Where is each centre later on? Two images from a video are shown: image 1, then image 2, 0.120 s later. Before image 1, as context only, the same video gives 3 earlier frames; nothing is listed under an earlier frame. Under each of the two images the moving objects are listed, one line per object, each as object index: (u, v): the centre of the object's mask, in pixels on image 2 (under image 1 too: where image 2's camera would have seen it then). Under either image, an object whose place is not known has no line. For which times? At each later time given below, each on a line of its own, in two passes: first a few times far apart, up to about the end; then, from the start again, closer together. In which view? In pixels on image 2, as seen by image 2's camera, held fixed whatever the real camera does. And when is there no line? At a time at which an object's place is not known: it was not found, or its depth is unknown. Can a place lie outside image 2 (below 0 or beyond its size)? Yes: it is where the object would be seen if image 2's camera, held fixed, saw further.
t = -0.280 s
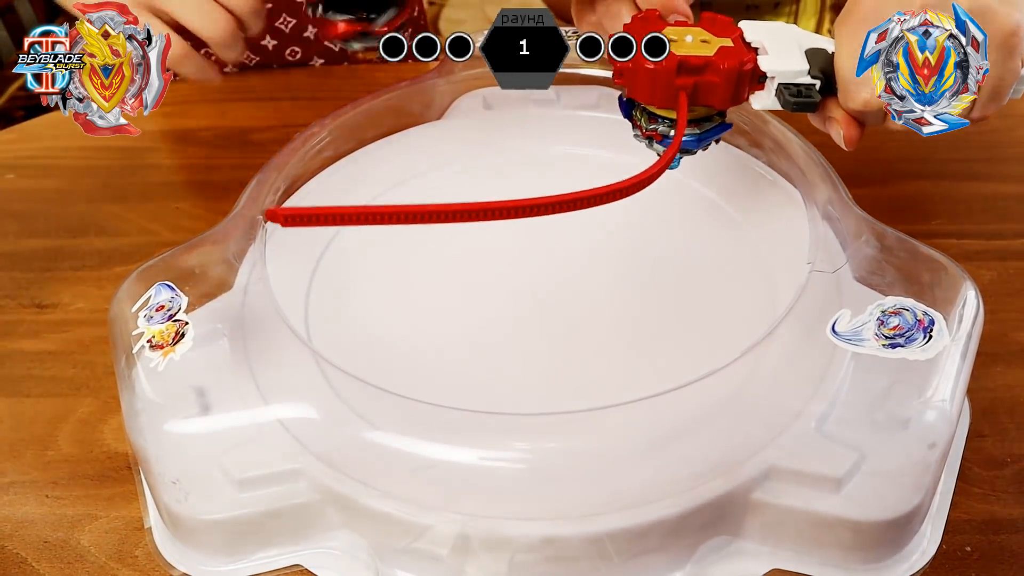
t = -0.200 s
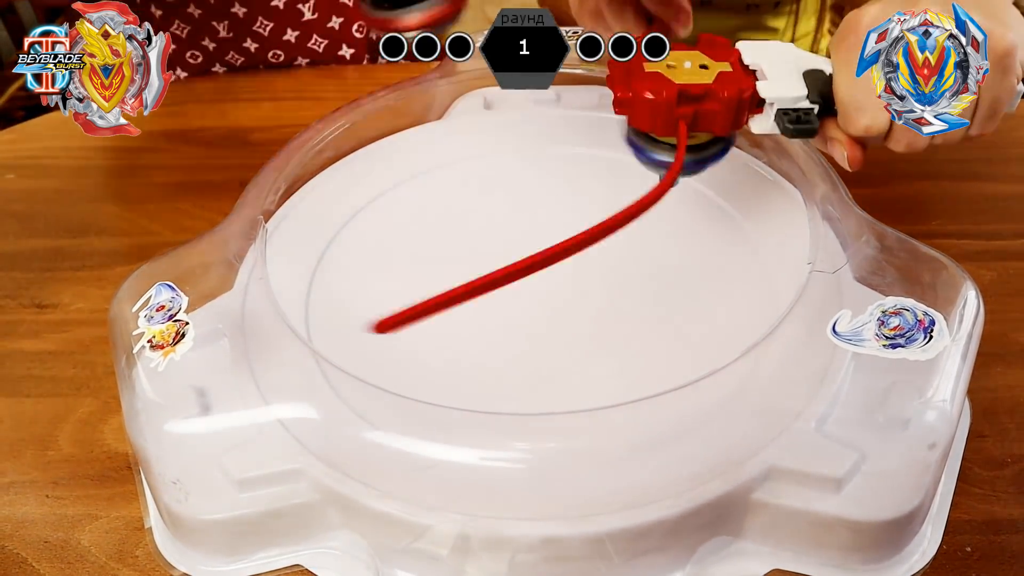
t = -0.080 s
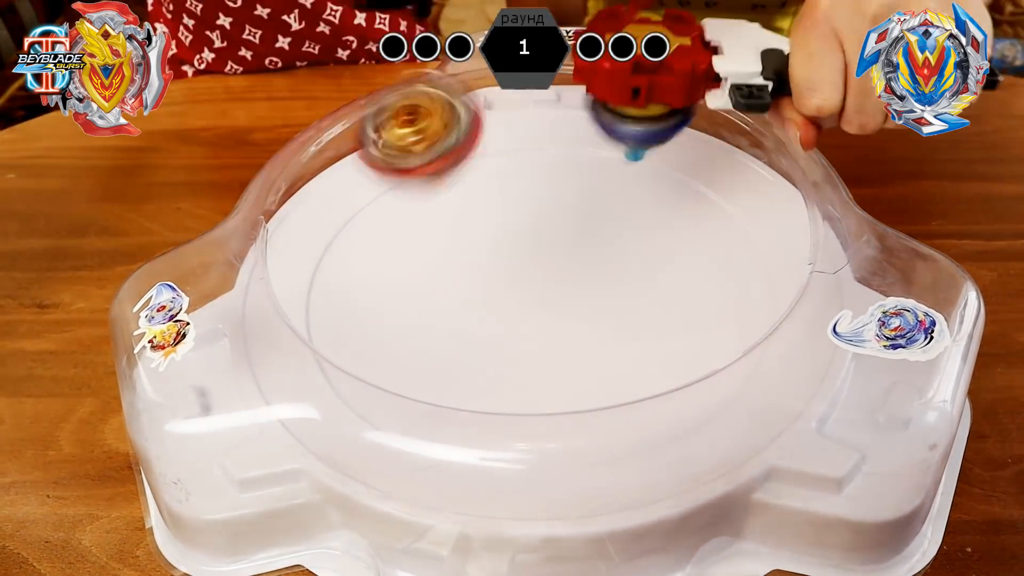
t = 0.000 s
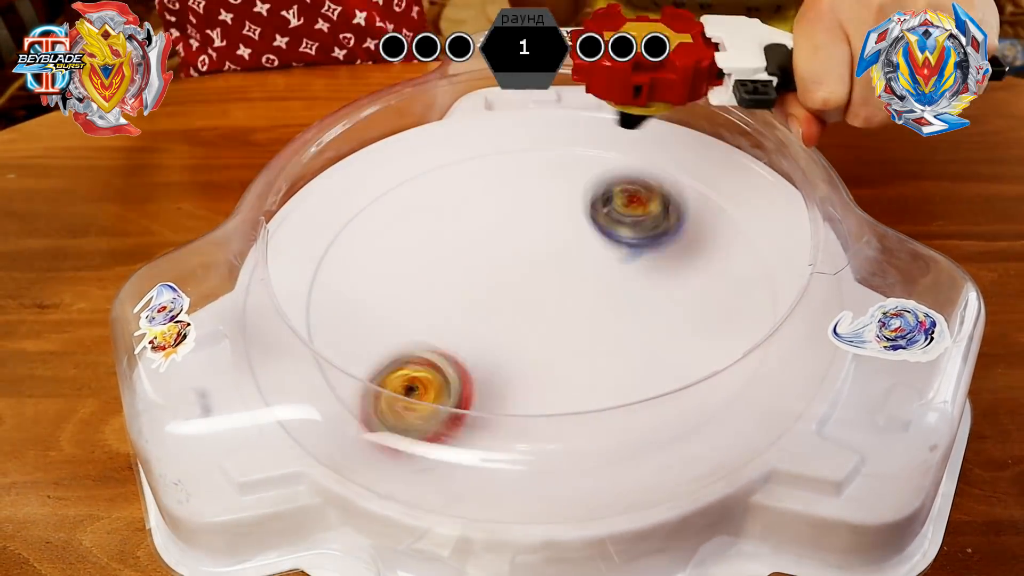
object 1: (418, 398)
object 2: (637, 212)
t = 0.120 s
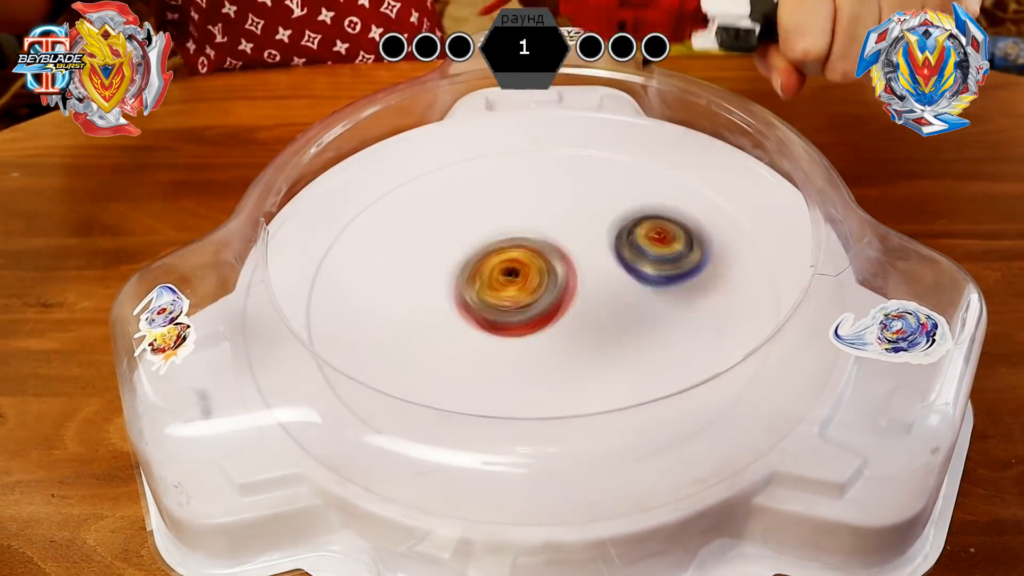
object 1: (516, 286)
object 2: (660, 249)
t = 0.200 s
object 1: (592, 337)
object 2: (667, 265)
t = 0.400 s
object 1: (698, 257)
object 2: (594, 215)
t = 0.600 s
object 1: (660, 180)
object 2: (462, 203)
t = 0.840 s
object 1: (533, 238)
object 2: (445, 338)
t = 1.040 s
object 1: (521, 345)
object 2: (692, 325)
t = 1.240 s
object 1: (662, 389)
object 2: (718, 185)
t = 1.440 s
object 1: (738, 285)
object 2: (505, 148)
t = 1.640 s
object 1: (607, 205)
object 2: (336, 282)
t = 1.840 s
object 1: (396, 229)
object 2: (565, 428)
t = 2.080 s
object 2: (820, 243)
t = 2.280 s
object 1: (631, 419)
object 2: (558, 159)
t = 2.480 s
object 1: (735, 222)
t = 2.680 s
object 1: (531, 102)
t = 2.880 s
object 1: (414, 232)
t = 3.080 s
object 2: (673, 121)
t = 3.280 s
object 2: (452, 105)
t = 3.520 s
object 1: (736, 184)
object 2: (382, 322)
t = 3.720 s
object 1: (496, 168)
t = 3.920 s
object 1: (317, 301)
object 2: (773, 242)
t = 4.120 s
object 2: (591, 154)
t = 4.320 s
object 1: (761, 220)
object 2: (389, 213)
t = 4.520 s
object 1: (558, 101)
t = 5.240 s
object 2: (460, 167)
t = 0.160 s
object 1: (555, 298)
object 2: (667, 272)
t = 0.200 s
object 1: (592, 337)
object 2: (667, 265)
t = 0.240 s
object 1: (621, 338)
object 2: (662, 257)
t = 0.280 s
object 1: (646, 304)
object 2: (651, 243)
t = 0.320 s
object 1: (668, 295)
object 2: (634, 236)
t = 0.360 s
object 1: (685, 278)
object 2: (616, 228)
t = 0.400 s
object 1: (698, 257)
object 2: (594, 215)
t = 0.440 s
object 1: (705, 237)
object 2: (569, 204)
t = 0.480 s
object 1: (704, 217)
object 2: (544, 196)
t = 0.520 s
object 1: (696, 200)
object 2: (517, 193)
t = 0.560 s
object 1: (680, 188)
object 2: (488, 195)
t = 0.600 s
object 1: (660, 180)
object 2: (462, 203)
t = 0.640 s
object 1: (636, 179)
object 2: (439, 218)
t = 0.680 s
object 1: (612, 182)
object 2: (419, 238)
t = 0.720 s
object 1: (589, 191)
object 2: (408, 264)
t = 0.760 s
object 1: (568, 203)
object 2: (407, 291)
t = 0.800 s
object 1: (549, 219)
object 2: (419, 317)
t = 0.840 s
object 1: (533, 238)
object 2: (445, 338)
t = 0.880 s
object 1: (521, 257)
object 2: (483, 354)
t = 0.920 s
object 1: (512, 279)
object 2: (530, 361)
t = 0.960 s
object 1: (509, 301)
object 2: (584, 359)
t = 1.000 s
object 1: (512, 323)
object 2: (642, 349)
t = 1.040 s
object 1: (521, 345)
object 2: (692, 325)
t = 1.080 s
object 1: (538, 363)
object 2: (731, 298)
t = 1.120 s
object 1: (561, 377)
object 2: (754, 265)
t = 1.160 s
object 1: (591, 389)
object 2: (759, 235)
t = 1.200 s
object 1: (625, 393)
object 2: (748, 206)
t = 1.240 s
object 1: (662, 389)
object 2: (718, 185)
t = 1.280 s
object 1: (699, 377)
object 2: (682, 169)
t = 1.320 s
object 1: (727, 359)
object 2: (641, 153)
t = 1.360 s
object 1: (739, 334)
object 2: (598, 145)
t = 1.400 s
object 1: (740, 308)
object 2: (552, 143)
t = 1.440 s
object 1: (738, 285)
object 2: (505, 148)
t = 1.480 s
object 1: (726, 262)
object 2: (460, 159)
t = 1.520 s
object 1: (706, 242)
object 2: (419, 179)
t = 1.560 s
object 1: (679, 226)
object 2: (384, 205)
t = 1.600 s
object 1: (646, 213)
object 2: (354, 240)
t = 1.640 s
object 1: (607, 205)
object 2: (336, 282)
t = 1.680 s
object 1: (566, 201)
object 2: (331, 324)
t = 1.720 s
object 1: (524, 200)
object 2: (351, 366)
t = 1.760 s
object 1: (480, 205)
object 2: (402, 400)
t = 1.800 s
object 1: (437, 214)
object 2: (478, 416)
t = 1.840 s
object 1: (396, 229)
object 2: (565, 428)
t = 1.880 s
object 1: (358, 251)
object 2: (653, 418)
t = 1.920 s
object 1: (328, 278)
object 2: (726, 398)
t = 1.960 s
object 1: (312, 308)
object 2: (784, 365)
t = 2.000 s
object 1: (318, 342)
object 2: (813, 324)
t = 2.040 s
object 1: (337, 377)
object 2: (836, 282)
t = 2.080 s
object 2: (820, 243)
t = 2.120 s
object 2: (771, 217)
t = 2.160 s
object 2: (728, 199)
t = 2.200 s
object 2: (672, 180)
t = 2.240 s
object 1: (573, 437)
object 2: (615, 168)
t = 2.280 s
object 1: (631, 419)
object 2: (558, 159)
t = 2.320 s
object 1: (682, 393)
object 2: (501, 155)
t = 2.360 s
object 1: (718, 352)
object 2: (446, 159)
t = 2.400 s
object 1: (739, 308)
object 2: (393, 169)
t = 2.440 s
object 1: (745, 263)
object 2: (346, 188)
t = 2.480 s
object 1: (735, 222)
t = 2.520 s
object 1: (713, 184)
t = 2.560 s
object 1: (678, 150)
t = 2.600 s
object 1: (632, 128)
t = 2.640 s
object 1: (583, 113)
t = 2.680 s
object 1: (531, 102)
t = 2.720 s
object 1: (480, 98)
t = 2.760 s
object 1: (461, 118)
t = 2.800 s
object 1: (446, 154)
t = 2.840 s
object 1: (430, 193)
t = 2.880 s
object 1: (414, 232)
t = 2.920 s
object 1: (405, 273)
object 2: (746, 270)
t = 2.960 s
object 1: (407, 316)
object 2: (753, 224)
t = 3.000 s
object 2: (740, 181)
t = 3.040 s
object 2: (708, 149)
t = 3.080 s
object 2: (673, 121)
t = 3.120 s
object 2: (632, 106)
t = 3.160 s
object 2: (583, 96)
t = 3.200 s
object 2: (540, 93)
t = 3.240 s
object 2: (491, 94)
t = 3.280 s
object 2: (452, 105)
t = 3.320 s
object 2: (428, 131)
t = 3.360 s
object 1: (831, 276)
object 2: (400, 161)
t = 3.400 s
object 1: (813, 245)
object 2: (379, 199)
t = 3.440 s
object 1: (788, 223)
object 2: (363, 240)
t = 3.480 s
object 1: (763, 203)
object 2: (364, 281)
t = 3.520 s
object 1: (736, 184)
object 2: (382, 322)
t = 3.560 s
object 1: (698, 174)
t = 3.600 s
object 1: (652, 165)
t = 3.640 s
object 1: (603, 161)
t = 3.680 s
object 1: (550, 161)
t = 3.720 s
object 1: (496, 168)
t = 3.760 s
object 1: (445, 184)
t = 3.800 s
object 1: (401, 204)
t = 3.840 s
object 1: (362, 232)
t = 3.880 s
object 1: (333, 264)
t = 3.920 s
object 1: (317, 301)
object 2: (773, 242)
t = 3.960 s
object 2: (759, 209)
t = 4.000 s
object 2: (730, 188)
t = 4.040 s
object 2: (686, 171)
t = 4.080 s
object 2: (640, 160)
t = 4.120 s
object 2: (591, 154)
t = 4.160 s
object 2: (542, 158)
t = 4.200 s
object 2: (497, 164)
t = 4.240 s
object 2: (458, 175)
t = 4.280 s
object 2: (424, 191)
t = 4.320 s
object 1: (761, 220)
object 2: (389, 213)
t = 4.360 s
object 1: (735, 176)
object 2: (358, 239)
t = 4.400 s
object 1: (700, 141)
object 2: (337, 266)
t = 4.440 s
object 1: (655, 121)
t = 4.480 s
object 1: (607, 109)
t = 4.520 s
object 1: (558, 101)
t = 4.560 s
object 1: (509, 96)
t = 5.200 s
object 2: (490, 154)
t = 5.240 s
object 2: (460, 167)
